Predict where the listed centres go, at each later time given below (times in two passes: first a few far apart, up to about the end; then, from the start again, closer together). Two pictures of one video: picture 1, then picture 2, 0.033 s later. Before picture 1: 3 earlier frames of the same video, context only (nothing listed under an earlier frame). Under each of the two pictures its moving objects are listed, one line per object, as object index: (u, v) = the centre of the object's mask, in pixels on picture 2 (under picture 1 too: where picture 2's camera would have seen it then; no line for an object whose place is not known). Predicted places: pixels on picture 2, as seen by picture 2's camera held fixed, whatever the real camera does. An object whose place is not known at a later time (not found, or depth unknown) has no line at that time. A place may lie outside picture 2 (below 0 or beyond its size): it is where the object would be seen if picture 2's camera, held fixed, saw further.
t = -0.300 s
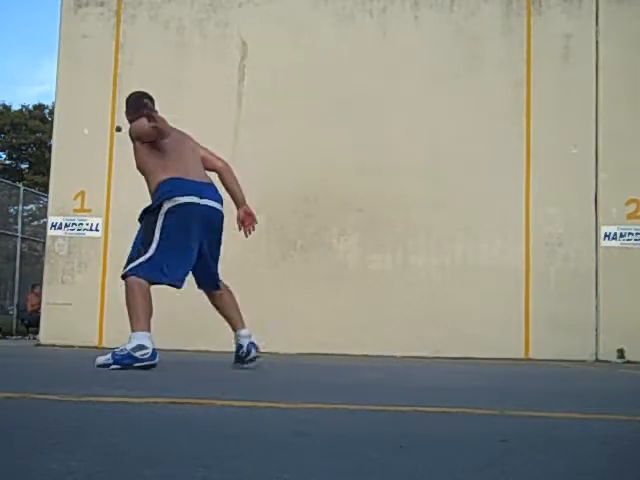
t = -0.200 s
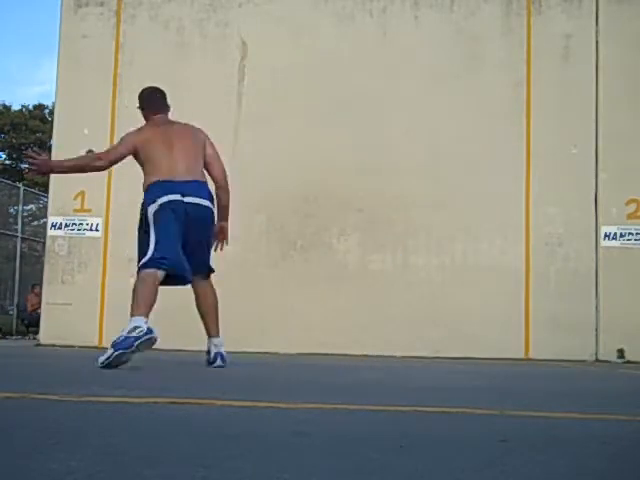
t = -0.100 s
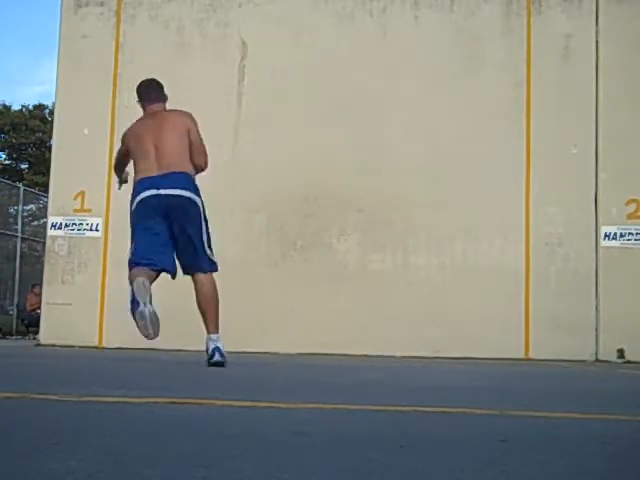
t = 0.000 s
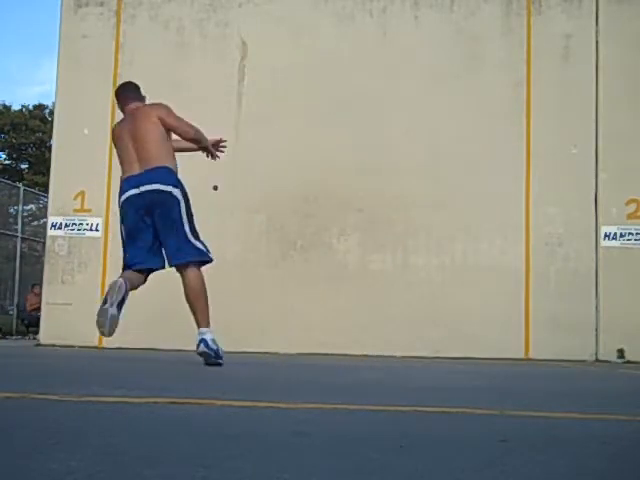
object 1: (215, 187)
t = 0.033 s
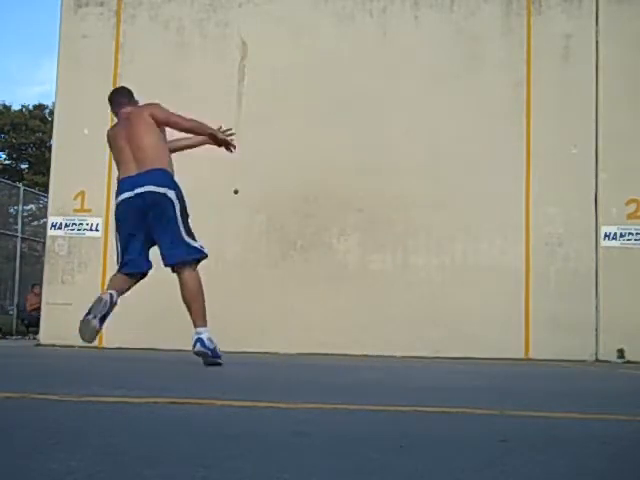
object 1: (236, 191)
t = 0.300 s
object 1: (313, 214)
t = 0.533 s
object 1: (319, 208)
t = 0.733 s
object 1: (328, 252)
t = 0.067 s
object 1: (253, 196)
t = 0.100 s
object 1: (269, 201)
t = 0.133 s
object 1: (282, 206)
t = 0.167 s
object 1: (294, 212)
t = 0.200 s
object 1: (305, 217)
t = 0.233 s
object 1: (313, 224)
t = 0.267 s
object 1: (314, 218)
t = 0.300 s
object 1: (313, 214)
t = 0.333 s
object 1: (315, 211)
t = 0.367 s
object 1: (315, 209)
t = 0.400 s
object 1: (315, 207)
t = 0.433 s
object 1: (317, 205)
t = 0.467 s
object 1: (317, 205)
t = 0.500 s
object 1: (318, 206)
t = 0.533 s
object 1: (319, 208)
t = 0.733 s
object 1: (328, 252)
